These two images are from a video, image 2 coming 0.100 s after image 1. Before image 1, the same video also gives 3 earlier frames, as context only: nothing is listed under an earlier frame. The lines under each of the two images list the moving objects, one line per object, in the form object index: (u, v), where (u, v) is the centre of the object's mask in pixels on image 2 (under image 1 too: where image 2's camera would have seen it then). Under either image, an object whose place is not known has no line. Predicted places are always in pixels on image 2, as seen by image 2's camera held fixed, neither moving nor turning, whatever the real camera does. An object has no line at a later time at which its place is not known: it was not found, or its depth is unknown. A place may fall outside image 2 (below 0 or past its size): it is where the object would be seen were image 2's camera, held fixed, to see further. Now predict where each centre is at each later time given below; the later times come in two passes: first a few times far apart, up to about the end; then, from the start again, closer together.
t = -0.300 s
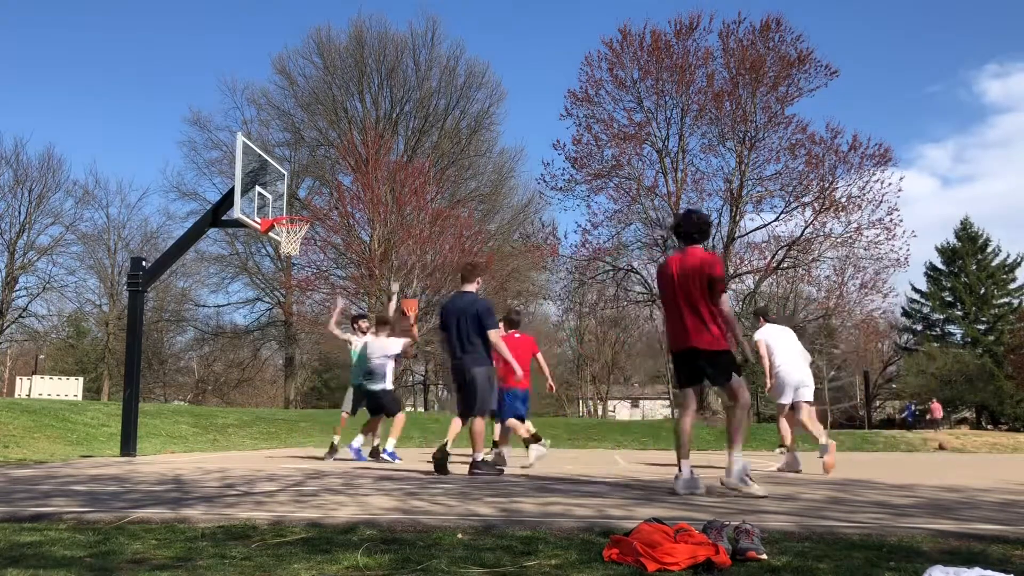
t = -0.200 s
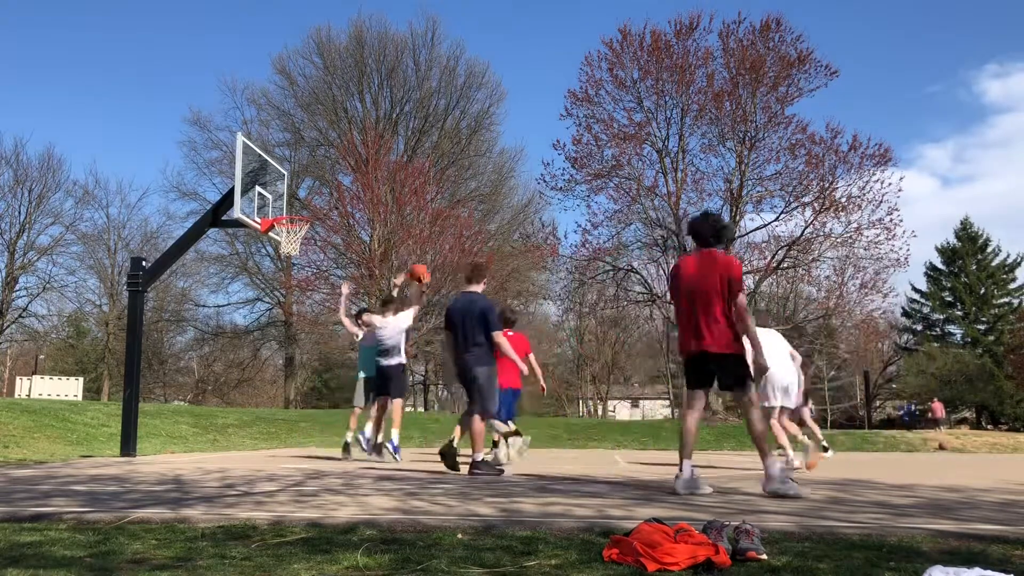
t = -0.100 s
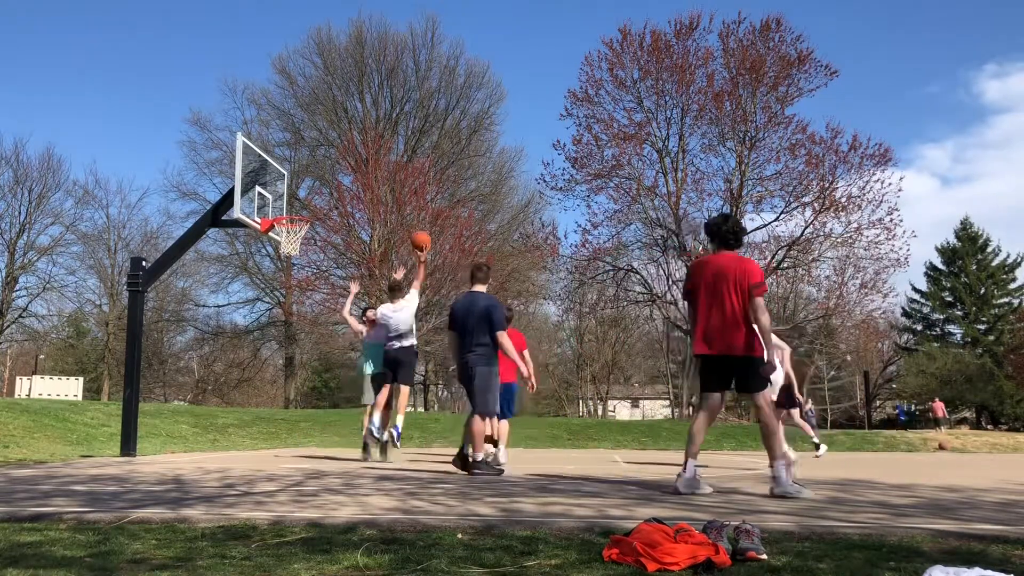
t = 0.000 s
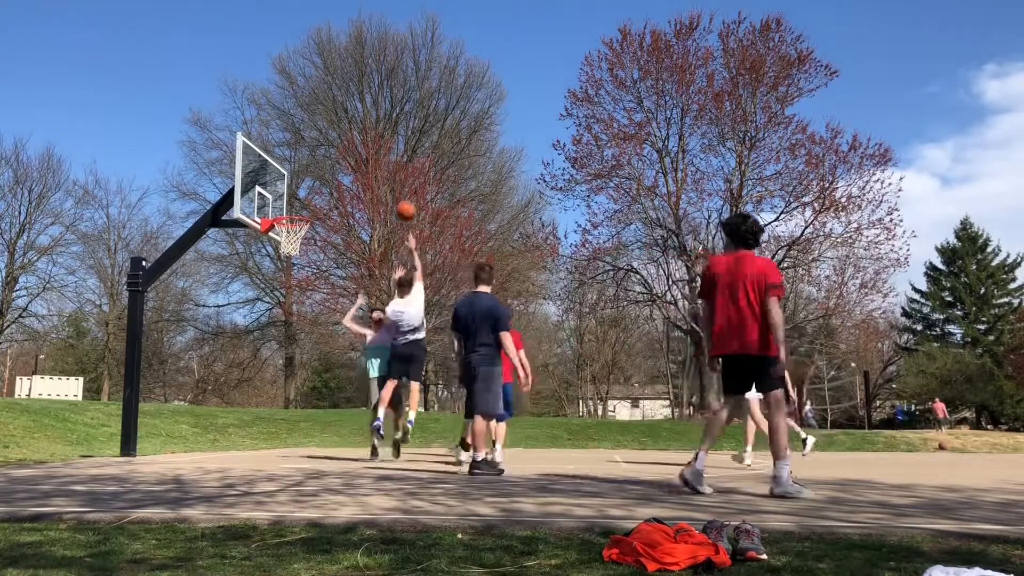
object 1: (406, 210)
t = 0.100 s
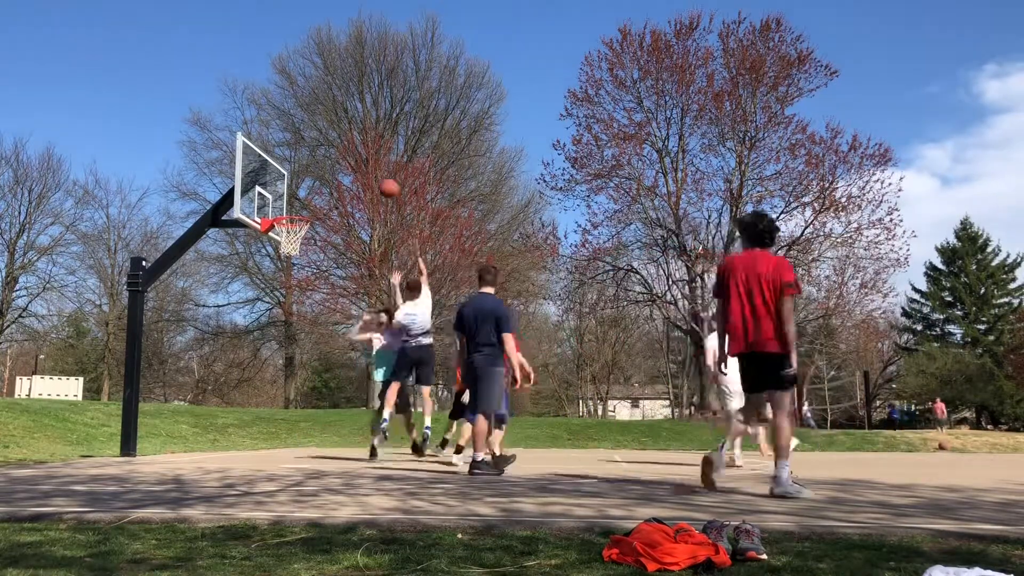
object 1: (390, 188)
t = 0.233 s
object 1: (367, 171)
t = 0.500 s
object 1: (327, 181)
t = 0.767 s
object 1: (289, 226)
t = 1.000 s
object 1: (281, 241)
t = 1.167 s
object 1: (284, 261)
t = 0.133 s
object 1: (383, 182)
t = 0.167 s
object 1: (378, 178)
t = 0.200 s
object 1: (373, 175)
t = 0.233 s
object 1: (367, 171)
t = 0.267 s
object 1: (362, 170)
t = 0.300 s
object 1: (358, 170)
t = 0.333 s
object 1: (352, 169)
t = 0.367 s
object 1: (347, 170)
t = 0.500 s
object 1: (327, 181)
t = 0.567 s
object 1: (316, 191)
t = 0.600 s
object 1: (312, 196)
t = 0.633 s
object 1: (307, 204)
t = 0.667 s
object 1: (302, 210)
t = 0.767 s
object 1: (289, 226)
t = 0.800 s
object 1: (286, 228)
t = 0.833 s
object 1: (278, 230)
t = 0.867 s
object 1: (276, 231)
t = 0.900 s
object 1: (281, 240)
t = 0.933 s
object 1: (282, 239)
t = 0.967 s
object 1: (280, 241)
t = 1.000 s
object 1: (281, 241)
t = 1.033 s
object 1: (281, 243)
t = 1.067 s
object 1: (283, 245)
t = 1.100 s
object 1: (285, 249)
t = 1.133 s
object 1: (285, 253)
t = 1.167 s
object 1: (284, 261)
